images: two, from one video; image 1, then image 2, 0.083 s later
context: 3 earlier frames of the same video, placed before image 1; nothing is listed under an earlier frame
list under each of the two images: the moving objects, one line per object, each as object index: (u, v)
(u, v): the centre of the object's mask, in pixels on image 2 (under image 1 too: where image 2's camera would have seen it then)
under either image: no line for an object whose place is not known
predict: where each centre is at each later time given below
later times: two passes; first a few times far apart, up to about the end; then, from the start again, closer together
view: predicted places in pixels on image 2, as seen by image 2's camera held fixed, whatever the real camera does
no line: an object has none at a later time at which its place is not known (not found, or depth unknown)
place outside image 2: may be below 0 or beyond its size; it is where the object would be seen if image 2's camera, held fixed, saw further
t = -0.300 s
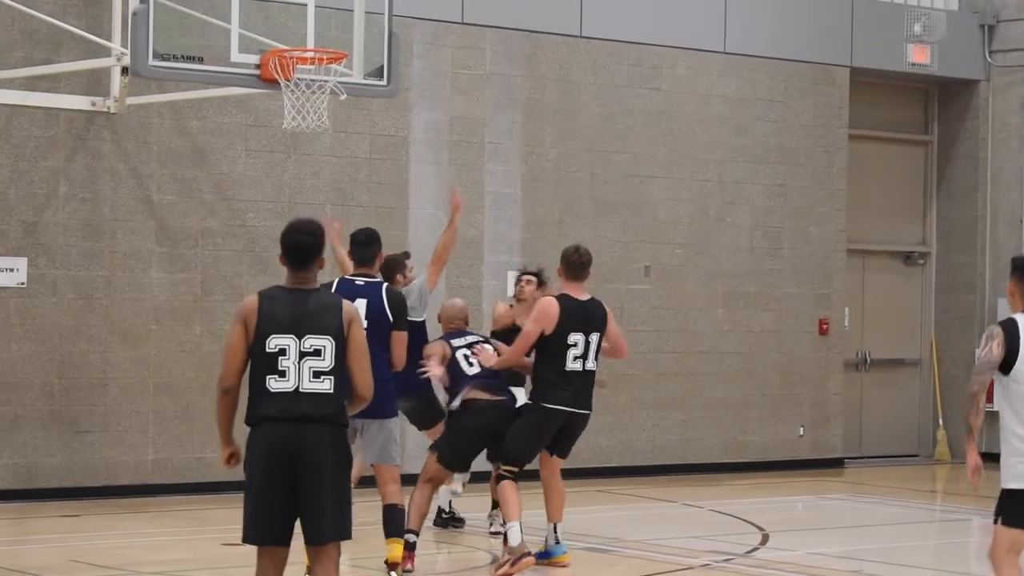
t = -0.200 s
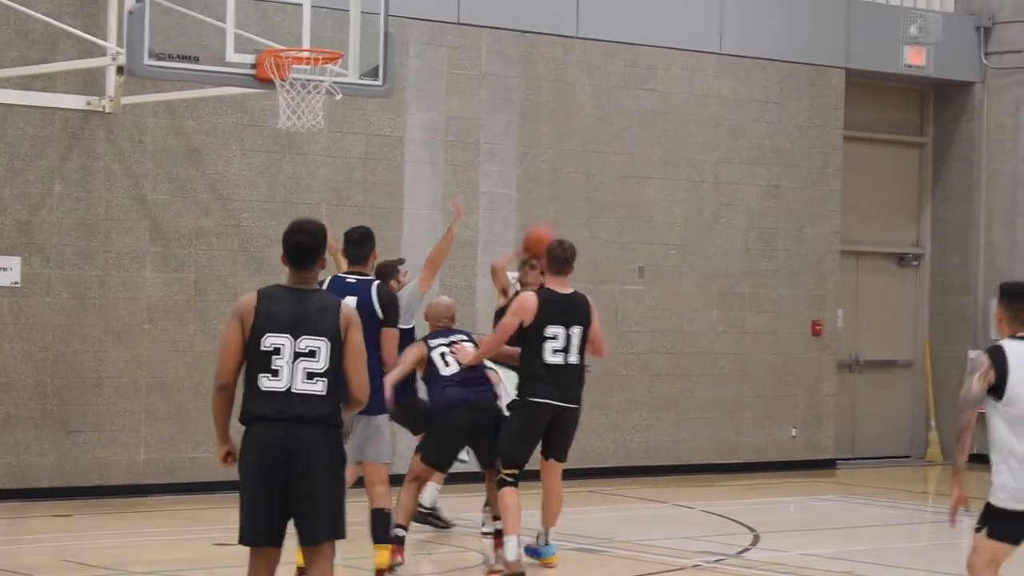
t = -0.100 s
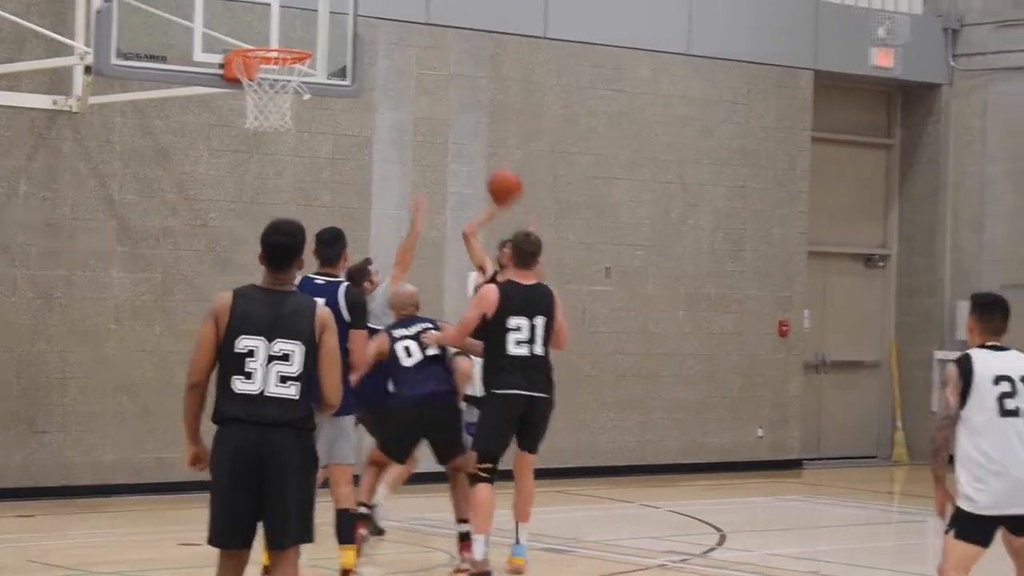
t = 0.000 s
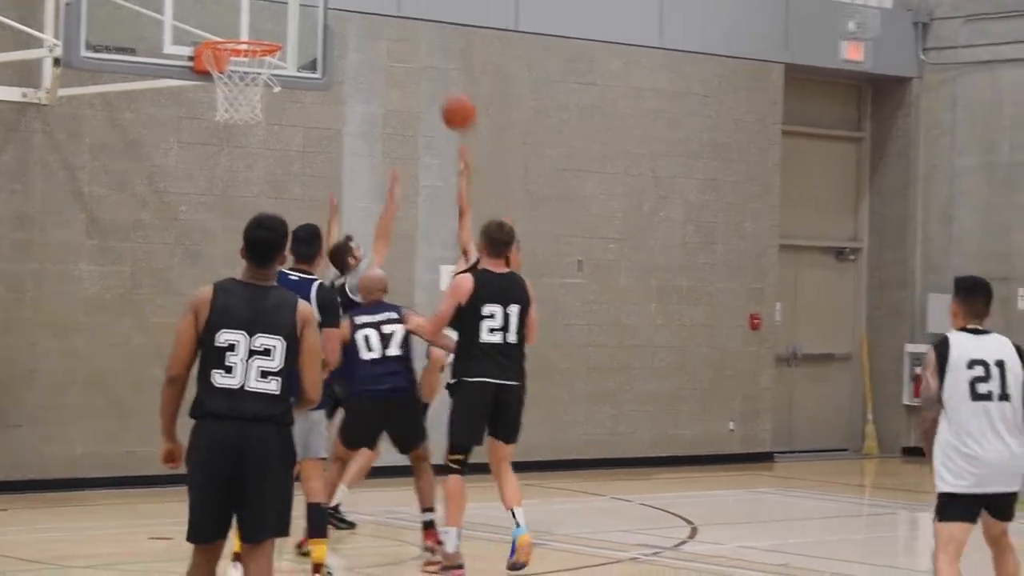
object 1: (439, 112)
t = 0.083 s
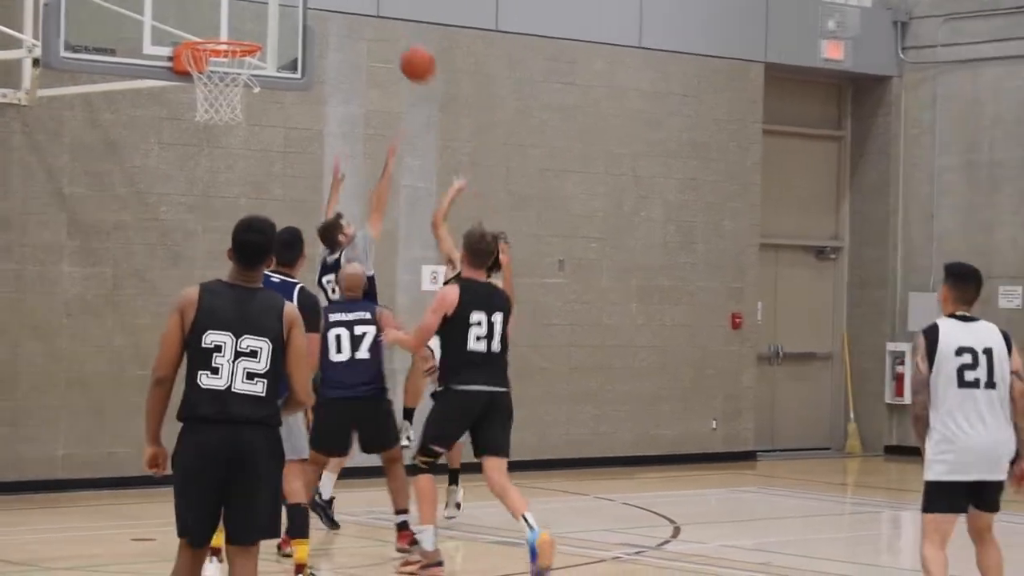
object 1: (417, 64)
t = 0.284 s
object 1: (364, -11)
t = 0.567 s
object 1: (278, -31)
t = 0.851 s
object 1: (211, 45)
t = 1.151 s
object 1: (201, 69)
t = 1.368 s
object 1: (219, 119)
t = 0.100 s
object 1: (413, 56)
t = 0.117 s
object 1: (408, 48)
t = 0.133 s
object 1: (404, 39)
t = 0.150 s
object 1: (400, 31)
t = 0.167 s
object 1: (396, 24)
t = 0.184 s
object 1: (391, 17)
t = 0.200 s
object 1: (387, 12)
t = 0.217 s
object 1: (382, 8)
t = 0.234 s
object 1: (378, 4)
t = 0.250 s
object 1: (373, -2)
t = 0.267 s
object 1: (369, -6)
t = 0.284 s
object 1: (364, -11)
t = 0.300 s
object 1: (359, -14)
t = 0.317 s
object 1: (354, -18)
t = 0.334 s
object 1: (349, -21)
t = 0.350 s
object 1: (344, -24)
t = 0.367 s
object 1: (339, -26)
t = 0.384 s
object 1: (334, -29)
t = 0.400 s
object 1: (329, -31)
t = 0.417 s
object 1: (324, -33)
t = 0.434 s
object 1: (319, -35)
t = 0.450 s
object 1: (314, -36)
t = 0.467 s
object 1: (309, -37)
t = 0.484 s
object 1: (304, -38)
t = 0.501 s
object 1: (299, -38)
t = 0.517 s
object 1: (294, -38)
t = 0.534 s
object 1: (289, -36)
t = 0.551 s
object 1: (284, -34)
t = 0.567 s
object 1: (278, -31)
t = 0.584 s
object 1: (272, -29)
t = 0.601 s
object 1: (268, -25)
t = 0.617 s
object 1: (262, -21)
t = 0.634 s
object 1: (256, -17)
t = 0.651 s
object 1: (251, -11)
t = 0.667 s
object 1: (245, -5)
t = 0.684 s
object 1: (241, 1)
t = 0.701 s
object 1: (235, 7)
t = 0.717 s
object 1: (229, 14)
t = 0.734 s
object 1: (223, 22)
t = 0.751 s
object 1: (217, 26)
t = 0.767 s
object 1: (213, 29)
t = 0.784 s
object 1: (212, 29)
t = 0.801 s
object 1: (210, 31)
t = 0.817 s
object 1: (209, 37)
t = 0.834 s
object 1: (210, 42)
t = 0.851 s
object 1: (211, 45)
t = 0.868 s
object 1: (214, 43)
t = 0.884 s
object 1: (218, 43)
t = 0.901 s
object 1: (223, 43)
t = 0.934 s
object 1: (235, 44)
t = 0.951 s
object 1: (235, 45)
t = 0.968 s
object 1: (231, 44)
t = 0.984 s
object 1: (225, 45)
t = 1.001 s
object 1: (220, 45)
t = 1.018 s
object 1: (217, 47)
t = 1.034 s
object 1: (212, 48)
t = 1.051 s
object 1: (204, 51)
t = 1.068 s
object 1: (203, 54)
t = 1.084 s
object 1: (202, 57)
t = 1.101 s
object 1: (204, 59)
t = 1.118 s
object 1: (204, 61)
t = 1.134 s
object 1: (200, 62)
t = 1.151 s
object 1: (201, 69)
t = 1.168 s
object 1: (201, 72)
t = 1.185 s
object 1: (203, 80)
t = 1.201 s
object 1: (204, 84)
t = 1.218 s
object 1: (204, 87)
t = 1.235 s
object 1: (204, 89)
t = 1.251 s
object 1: (206, 91)
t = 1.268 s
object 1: (208, 94)
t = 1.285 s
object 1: (211, 98)
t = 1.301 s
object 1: (213, 103)
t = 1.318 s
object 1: (214, 106)
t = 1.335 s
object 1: (215, 109)
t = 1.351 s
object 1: (217, 115)
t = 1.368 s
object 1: (219, 119)
